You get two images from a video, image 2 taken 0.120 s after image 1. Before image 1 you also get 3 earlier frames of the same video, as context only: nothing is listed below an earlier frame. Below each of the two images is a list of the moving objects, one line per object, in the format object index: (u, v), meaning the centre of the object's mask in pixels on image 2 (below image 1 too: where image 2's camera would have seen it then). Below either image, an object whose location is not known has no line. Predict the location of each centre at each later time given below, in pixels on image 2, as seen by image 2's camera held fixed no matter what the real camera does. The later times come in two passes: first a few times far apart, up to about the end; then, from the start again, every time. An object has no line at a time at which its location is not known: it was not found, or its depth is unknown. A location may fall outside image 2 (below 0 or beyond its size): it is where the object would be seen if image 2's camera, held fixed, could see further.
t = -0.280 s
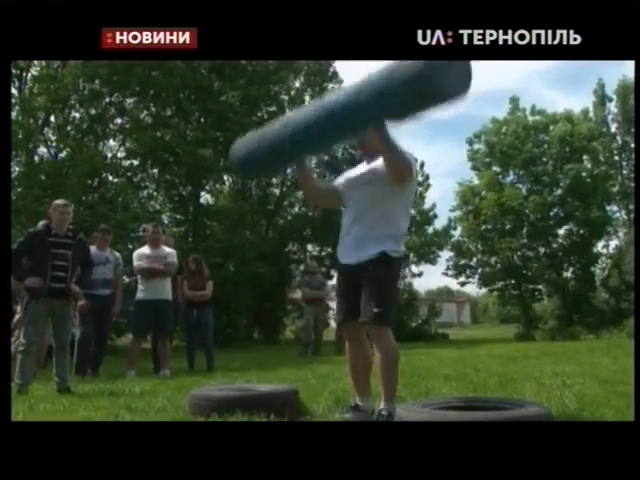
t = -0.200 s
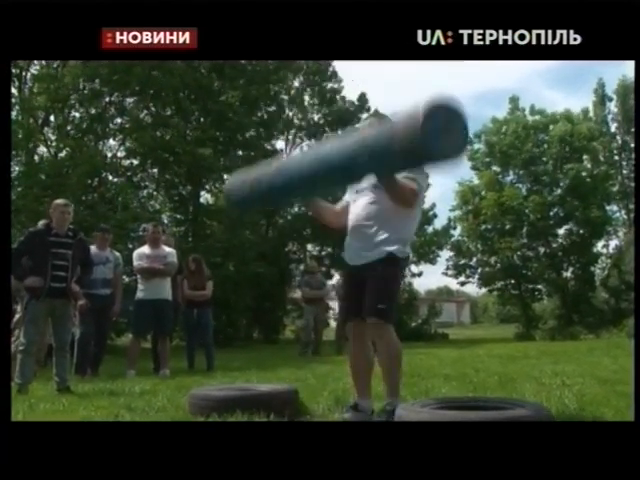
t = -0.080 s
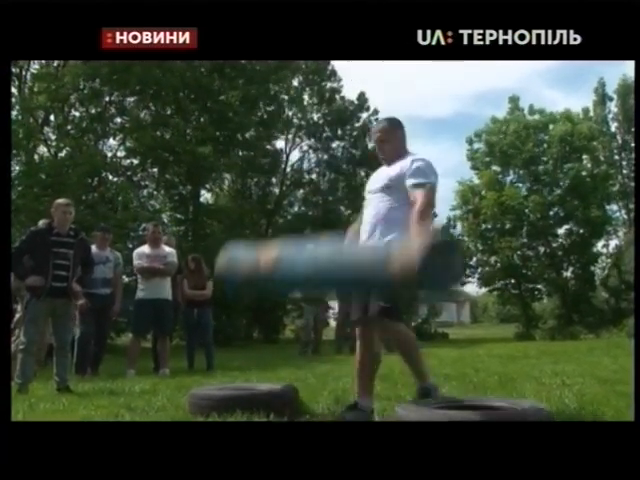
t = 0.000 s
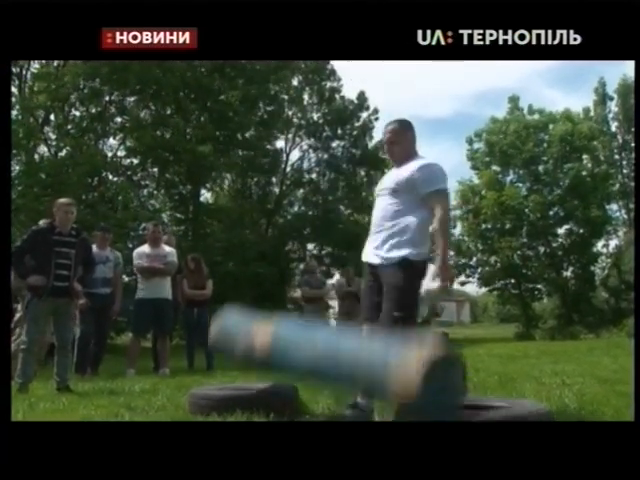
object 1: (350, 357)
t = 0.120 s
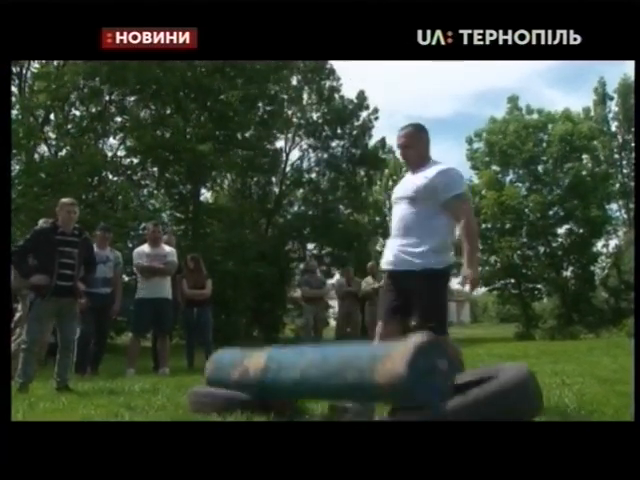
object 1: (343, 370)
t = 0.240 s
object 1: (333, 337)
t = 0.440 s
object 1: (324, 346)
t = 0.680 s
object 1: (297, 385)
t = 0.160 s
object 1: (334, 357)
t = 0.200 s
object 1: (333, 345)
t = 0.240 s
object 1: (333, 337)
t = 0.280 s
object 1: (330, 333)
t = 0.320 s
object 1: (329, 331)
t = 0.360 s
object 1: (326, 333)
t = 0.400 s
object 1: (326, 338)
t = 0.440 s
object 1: (324, 346)
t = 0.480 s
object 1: (323, 357)
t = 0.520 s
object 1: (321, 373)
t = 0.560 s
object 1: (315, 386)
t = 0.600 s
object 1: (304, 389)
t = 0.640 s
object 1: (295, 386)
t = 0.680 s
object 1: (297, 385)
